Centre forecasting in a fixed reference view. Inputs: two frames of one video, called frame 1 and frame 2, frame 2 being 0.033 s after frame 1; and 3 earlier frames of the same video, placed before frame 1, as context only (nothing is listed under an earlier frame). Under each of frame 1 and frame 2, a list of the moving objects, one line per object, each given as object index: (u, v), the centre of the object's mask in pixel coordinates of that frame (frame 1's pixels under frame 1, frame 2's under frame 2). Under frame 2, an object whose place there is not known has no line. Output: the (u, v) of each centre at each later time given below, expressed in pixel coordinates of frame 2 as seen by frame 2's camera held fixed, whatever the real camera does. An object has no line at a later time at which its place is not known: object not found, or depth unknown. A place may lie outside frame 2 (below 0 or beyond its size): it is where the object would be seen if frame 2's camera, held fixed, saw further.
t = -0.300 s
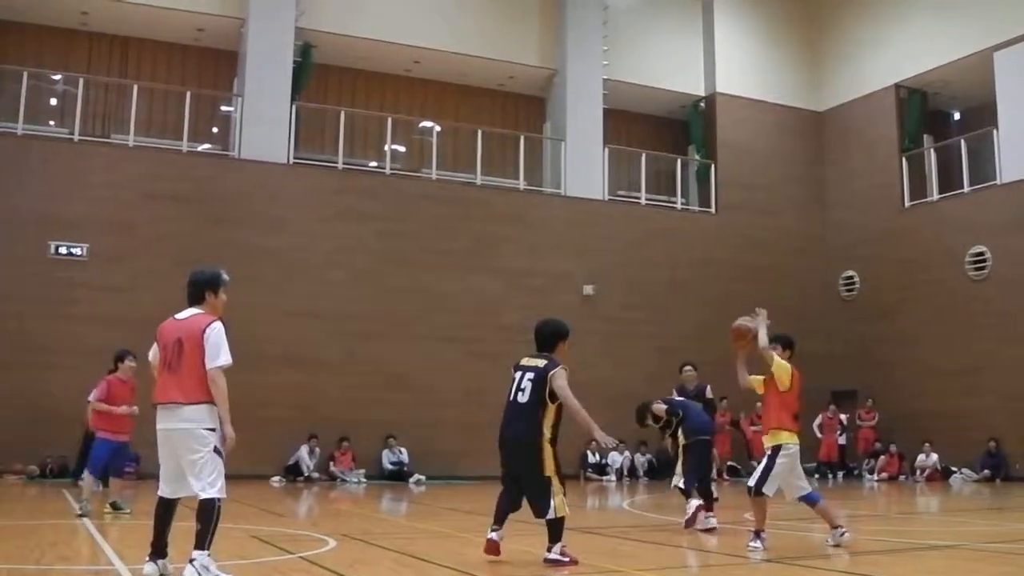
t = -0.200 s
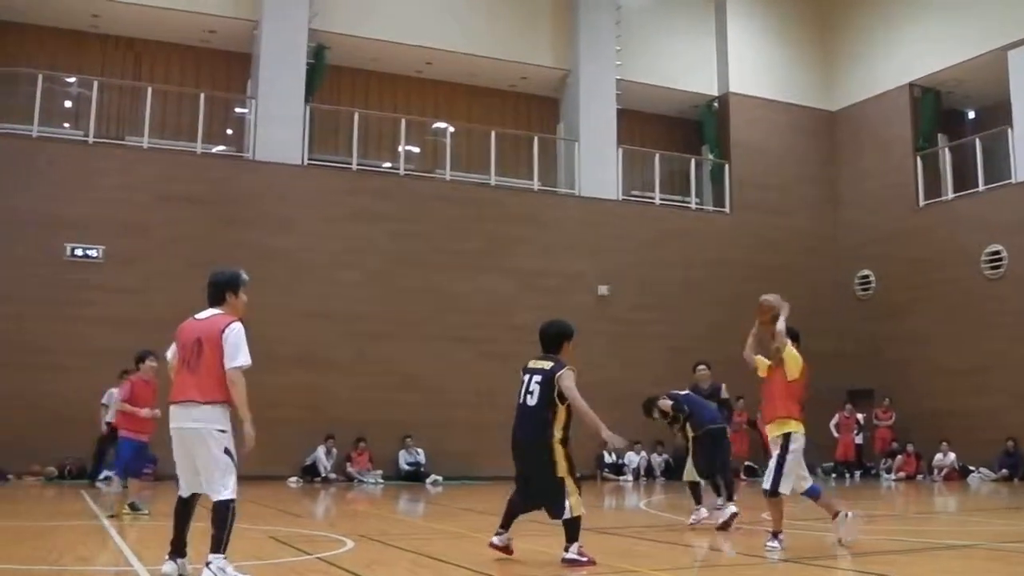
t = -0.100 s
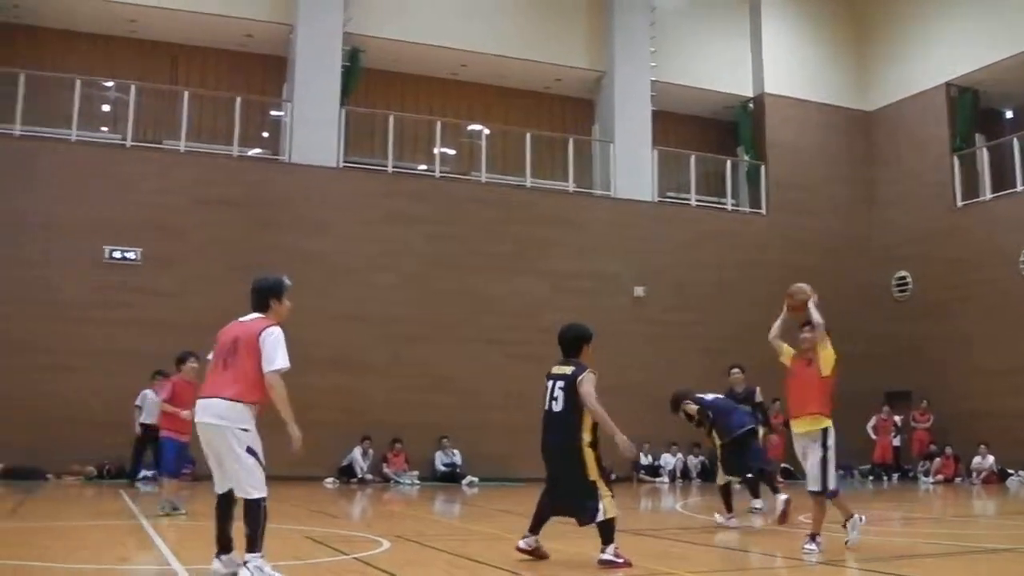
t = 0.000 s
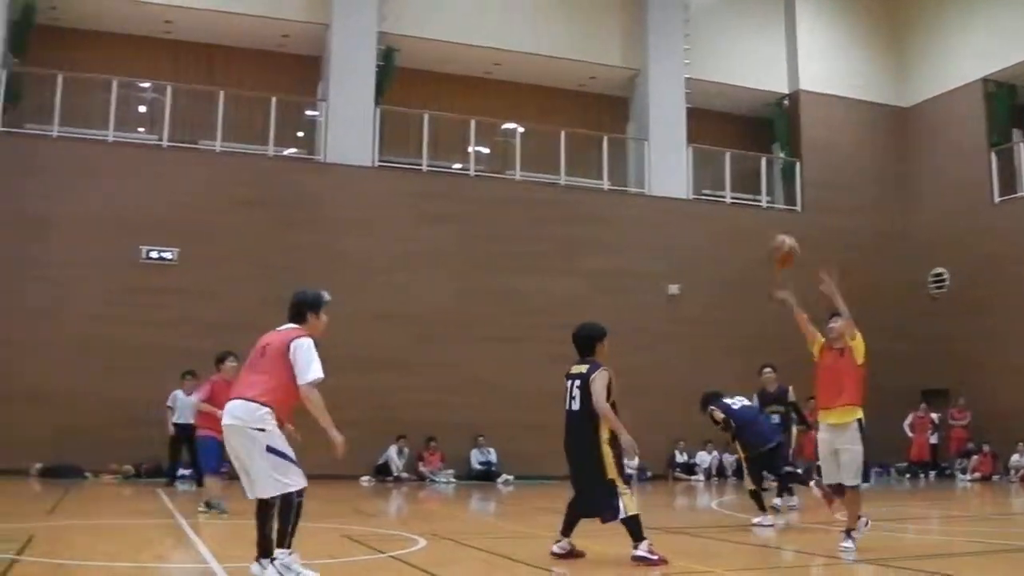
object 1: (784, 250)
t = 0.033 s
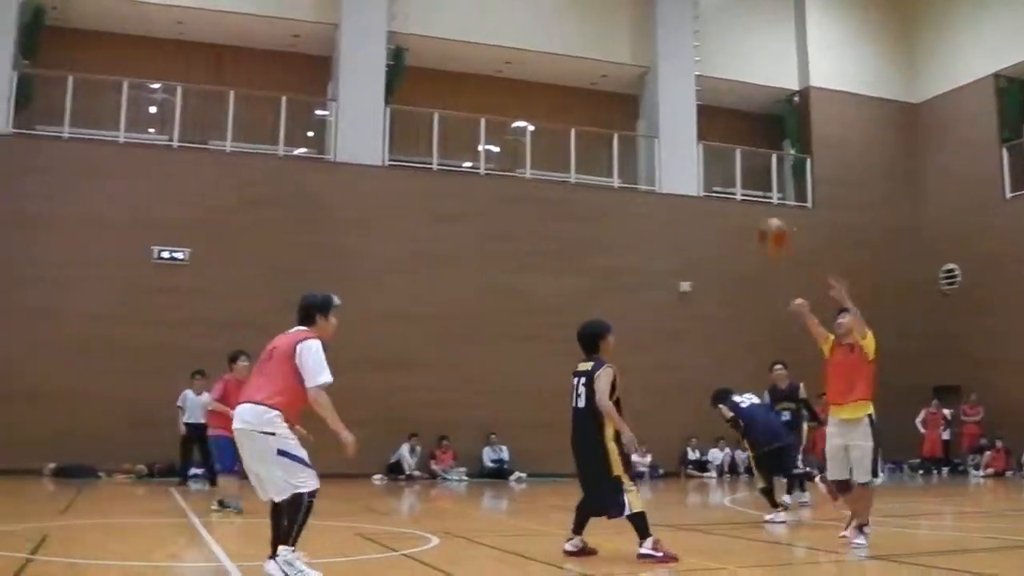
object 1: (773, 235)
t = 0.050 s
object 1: (762, 227)
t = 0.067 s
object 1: (750, 222)
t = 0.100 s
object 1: (726, 207)
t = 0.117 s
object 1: (712, 204)
